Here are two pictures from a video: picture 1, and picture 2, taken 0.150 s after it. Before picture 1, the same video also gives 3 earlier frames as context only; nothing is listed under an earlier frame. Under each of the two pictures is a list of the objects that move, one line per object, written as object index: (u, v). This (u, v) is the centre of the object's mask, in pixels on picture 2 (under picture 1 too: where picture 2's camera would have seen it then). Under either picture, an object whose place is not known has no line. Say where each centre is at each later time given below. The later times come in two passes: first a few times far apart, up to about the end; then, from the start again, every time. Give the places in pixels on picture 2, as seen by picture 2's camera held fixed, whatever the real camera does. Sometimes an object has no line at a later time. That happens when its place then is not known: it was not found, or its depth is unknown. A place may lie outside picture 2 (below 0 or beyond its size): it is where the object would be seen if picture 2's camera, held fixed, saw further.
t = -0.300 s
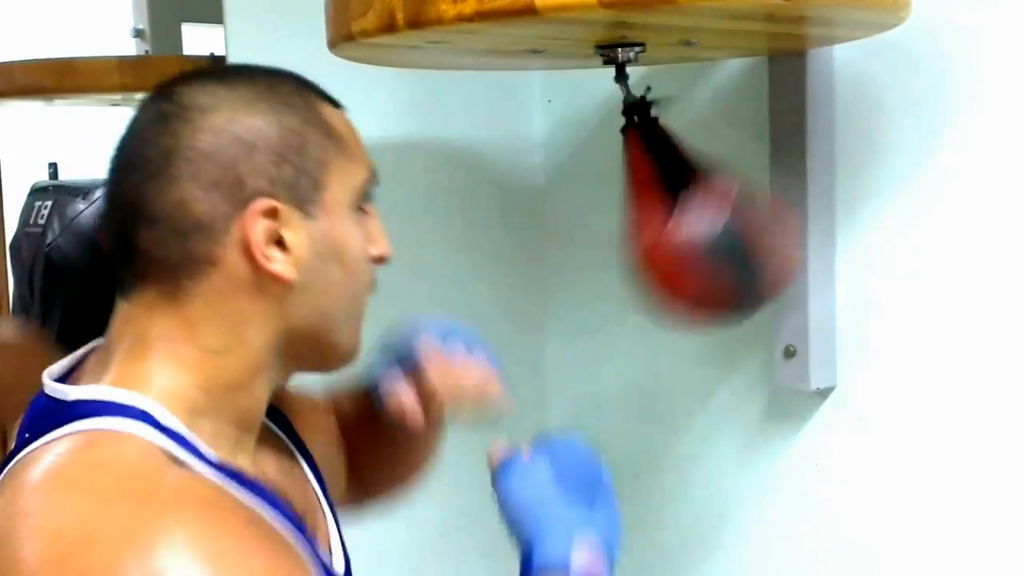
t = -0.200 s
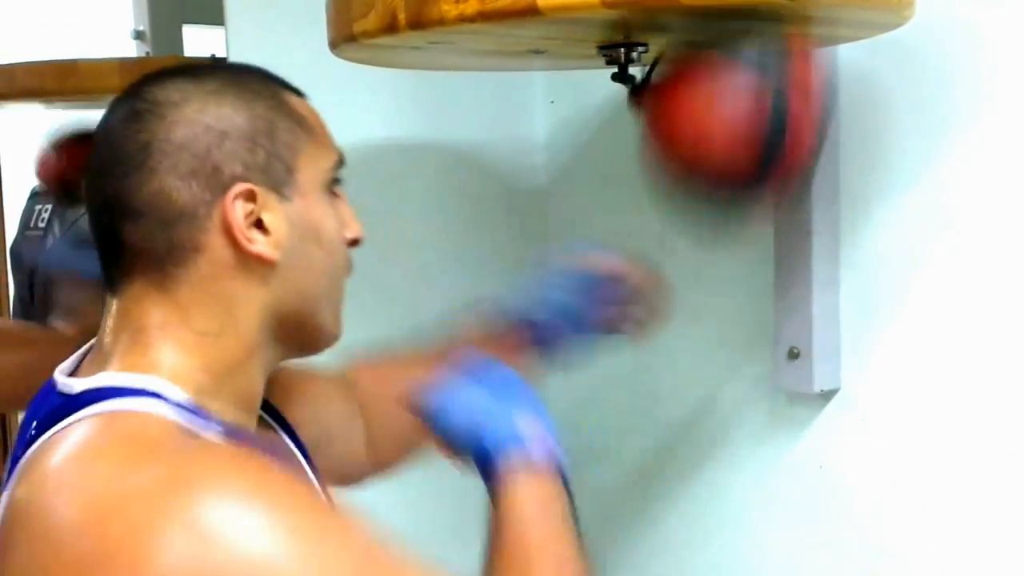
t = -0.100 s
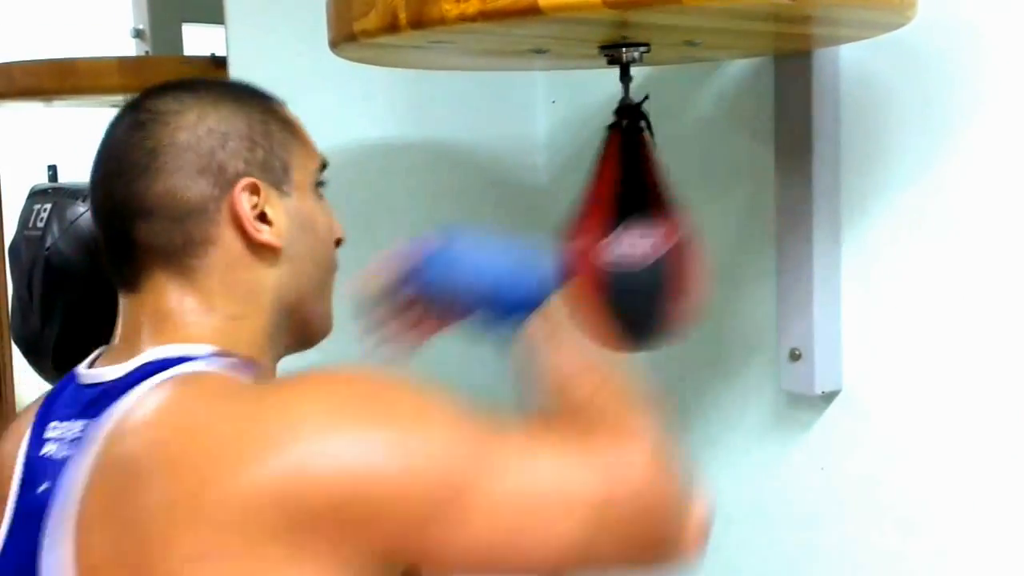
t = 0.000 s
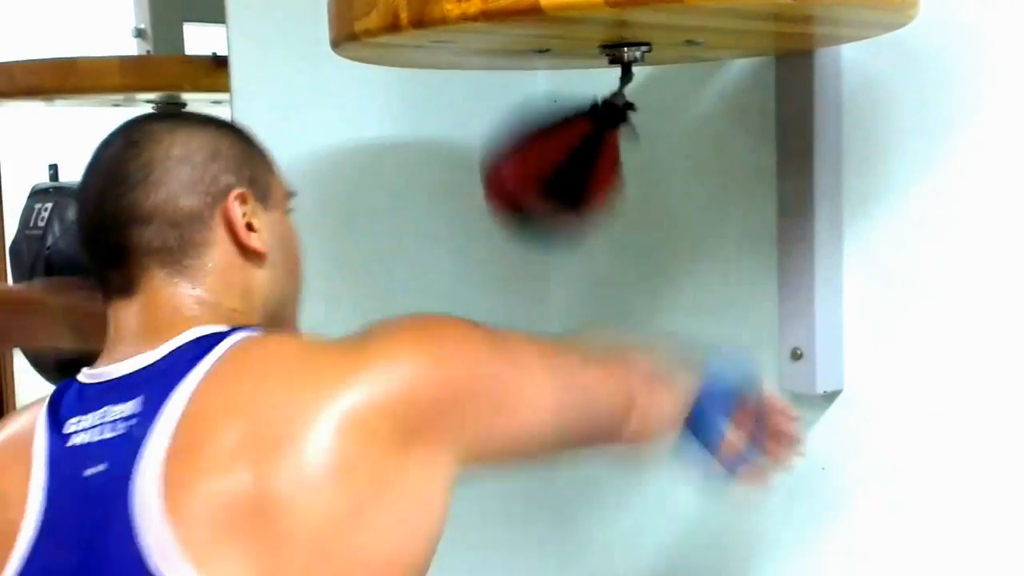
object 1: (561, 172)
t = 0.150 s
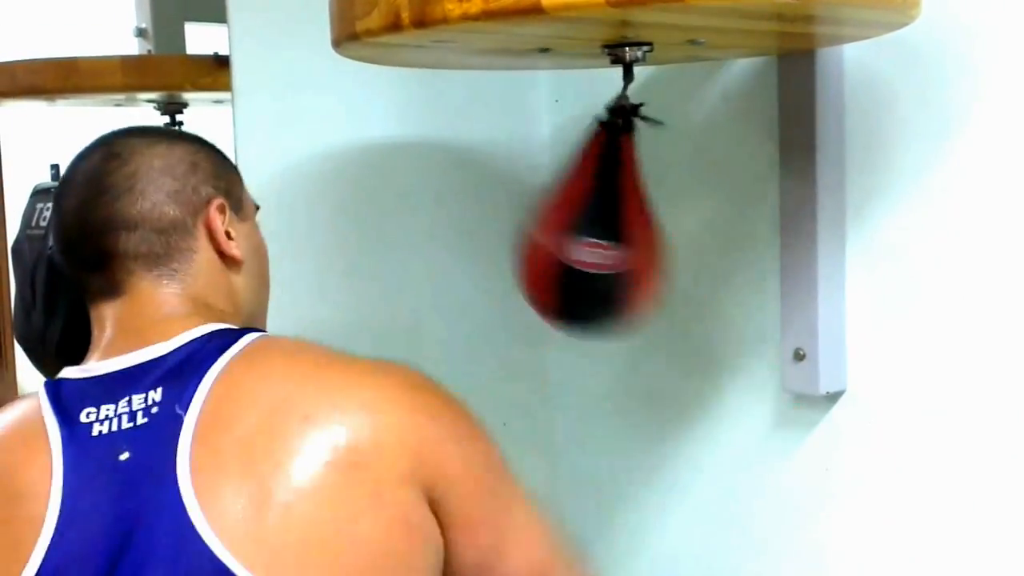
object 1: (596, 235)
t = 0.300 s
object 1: (720, 161)
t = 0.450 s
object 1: (714, 203)
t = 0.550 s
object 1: (635, 245)
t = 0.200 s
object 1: (638, 247)
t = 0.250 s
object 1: (685, 219)
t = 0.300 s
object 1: (720, 161)
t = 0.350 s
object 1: (737, 103)
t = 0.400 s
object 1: (735, 147)
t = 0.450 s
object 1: (714, 203)
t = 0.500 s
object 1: (676, 240)
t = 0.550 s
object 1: (635, 245)
